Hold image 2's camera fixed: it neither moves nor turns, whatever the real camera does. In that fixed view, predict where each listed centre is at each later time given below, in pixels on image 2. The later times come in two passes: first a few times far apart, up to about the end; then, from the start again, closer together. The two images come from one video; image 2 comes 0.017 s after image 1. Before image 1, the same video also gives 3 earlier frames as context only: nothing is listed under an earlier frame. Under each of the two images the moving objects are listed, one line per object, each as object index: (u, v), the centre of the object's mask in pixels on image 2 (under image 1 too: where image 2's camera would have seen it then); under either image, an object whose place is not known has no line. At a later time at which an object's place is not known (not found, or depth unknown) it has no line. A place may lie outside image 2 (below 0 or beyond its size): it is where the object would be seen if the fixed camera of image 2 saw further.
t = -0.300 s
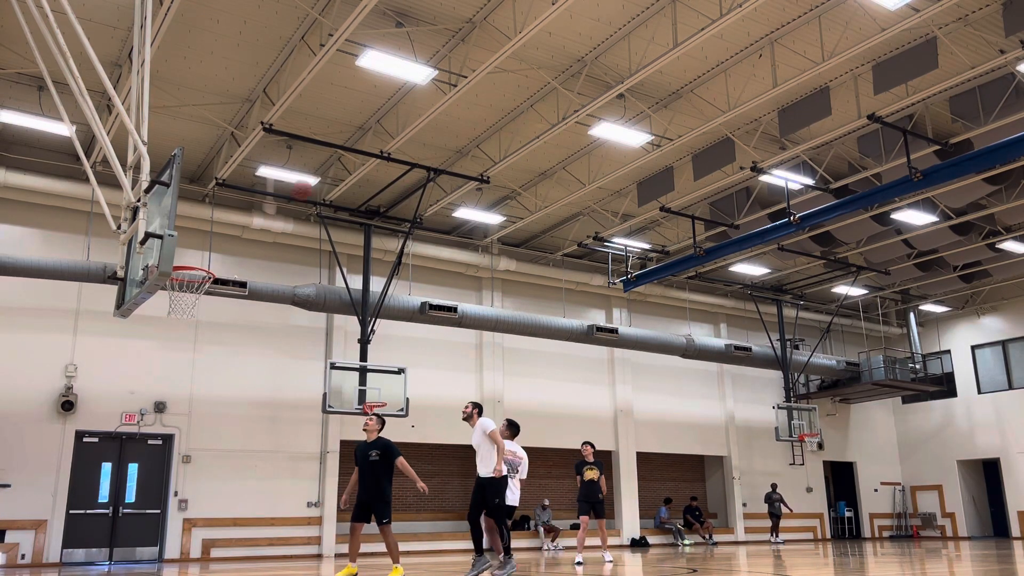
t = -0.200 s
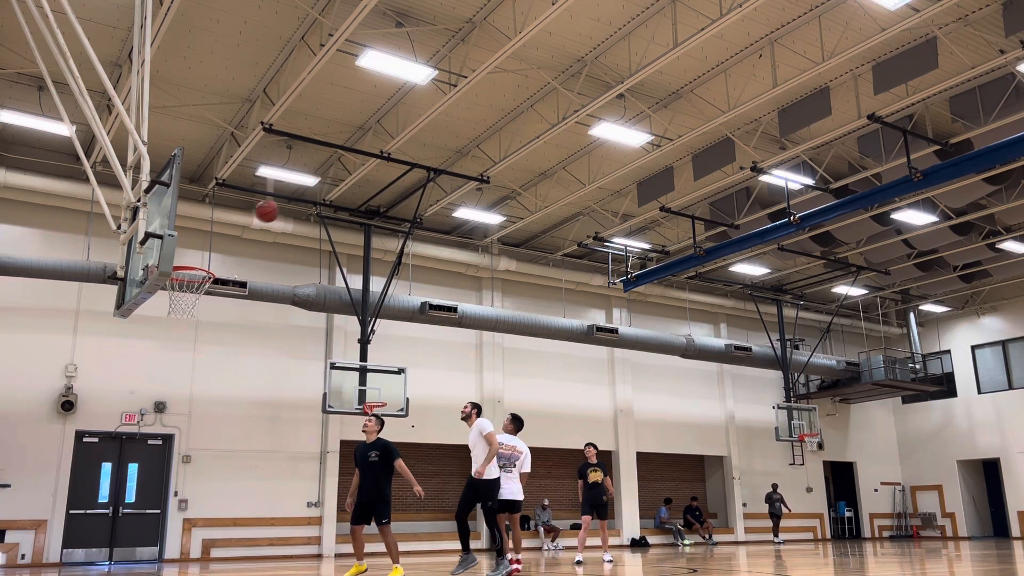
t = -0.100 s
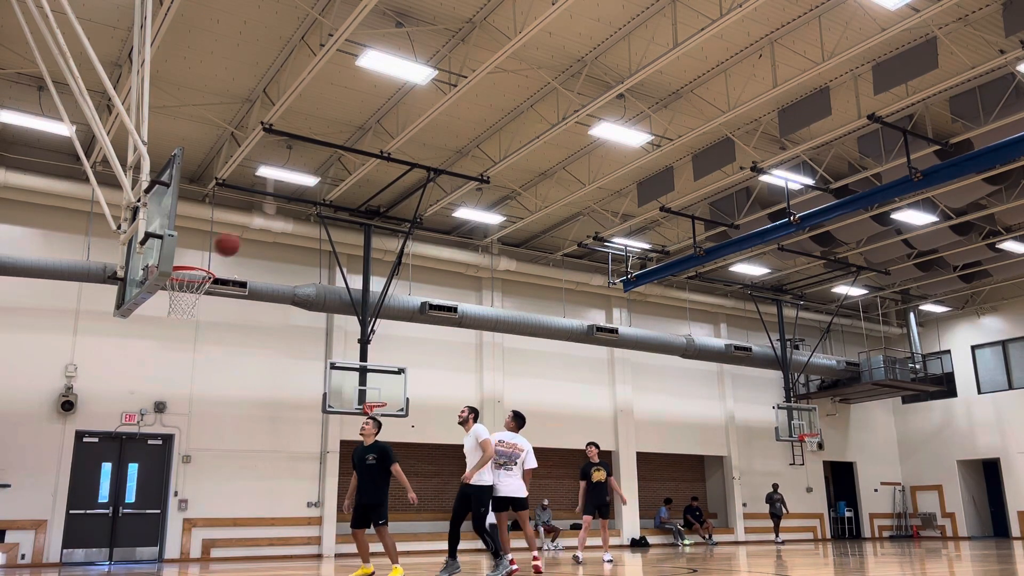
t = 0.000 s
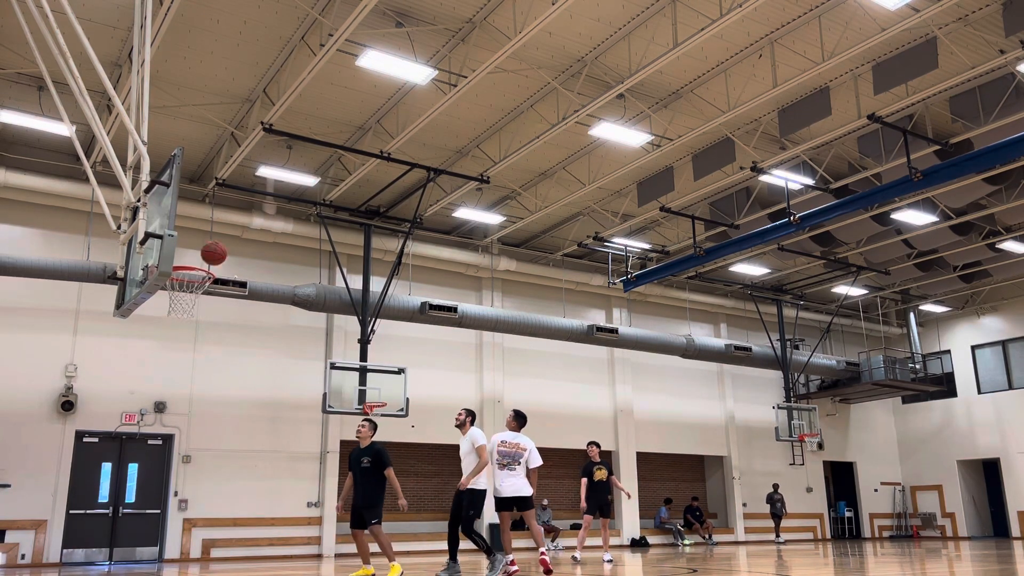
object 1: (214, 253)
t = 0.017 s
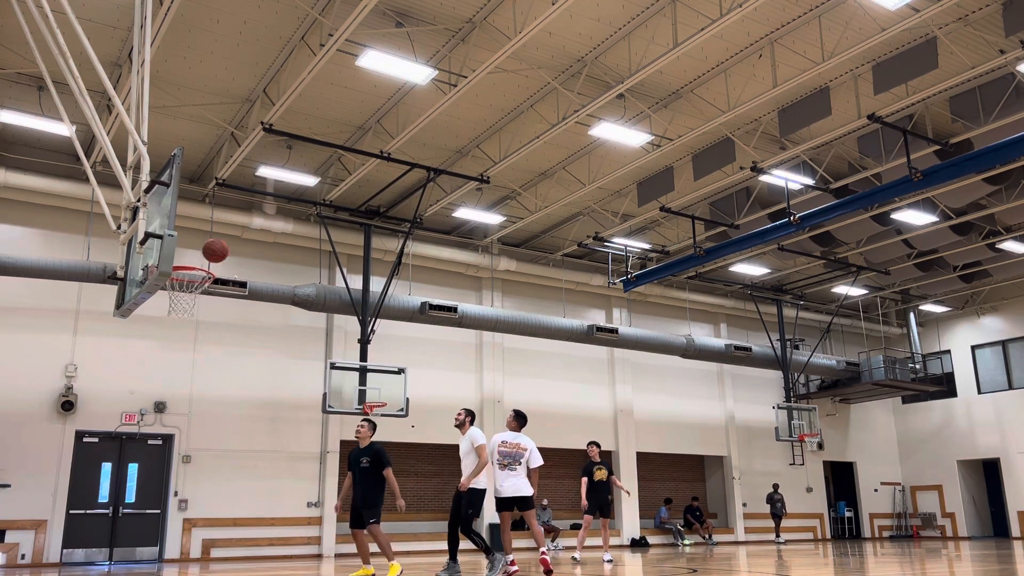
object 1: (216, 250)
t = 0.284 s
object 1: (240, 247)
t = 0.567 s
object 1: (265, 341)
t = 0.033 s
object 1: (217, 248)
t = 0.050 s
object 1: (218, 246)
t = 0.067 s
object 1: (220, 244)
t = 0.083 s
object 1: (221, 243)
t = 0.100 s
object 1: (223, 242)
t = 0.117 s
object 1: (224, 241)
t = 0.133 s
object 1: (225, 240)
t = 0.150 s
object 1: (227, 240)
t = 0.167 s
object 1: (229, 239)
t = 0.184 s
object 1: (230, 240)
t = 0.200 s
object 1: (232, 240)
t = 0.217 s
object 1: (233, 241)
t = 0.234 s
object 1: (235, 242)
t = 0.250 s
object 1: (236, 243)
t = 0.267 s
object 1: (238, 245)
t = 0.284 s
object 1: (240, 247)
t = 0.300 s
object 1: (241, 249)
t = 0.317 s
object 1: (242, 251)
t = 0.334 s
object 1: (244, 254)
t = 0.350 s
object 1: (245, 258)
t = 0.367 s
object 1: (247, 261)
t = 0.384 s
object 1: (249, 265)
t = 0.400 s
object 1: (250, 270)
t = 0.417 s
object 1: (251, 275)
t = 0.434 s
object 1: (253, 280)
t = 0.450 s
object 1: (254, 286)
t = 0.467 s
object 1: (256, 293)
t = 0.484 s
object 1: (257, 300)
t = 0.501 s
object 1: (259, 307)
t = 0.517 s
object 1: (260, 314)
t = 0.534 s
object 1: (262, 323)
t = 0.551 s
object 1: (263, 331)
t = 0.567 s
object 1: (265, 341)
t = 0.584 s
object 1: (266, 351)
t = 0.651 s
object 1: (272, 398)
